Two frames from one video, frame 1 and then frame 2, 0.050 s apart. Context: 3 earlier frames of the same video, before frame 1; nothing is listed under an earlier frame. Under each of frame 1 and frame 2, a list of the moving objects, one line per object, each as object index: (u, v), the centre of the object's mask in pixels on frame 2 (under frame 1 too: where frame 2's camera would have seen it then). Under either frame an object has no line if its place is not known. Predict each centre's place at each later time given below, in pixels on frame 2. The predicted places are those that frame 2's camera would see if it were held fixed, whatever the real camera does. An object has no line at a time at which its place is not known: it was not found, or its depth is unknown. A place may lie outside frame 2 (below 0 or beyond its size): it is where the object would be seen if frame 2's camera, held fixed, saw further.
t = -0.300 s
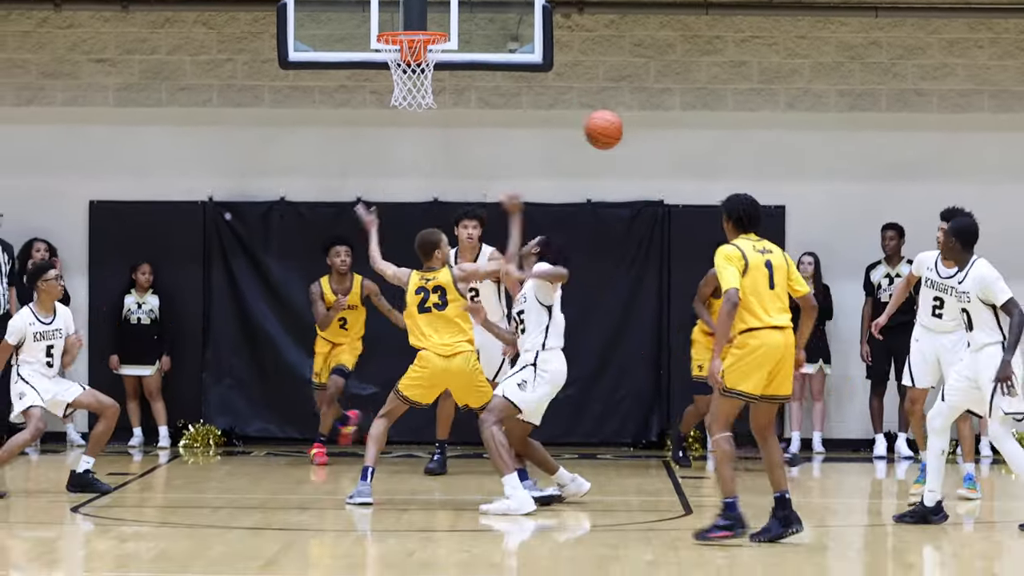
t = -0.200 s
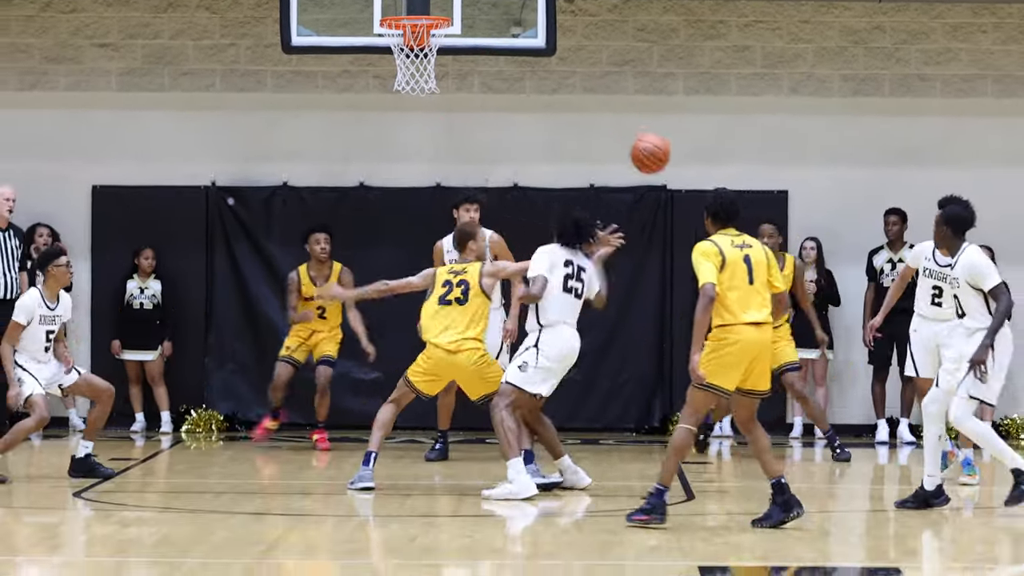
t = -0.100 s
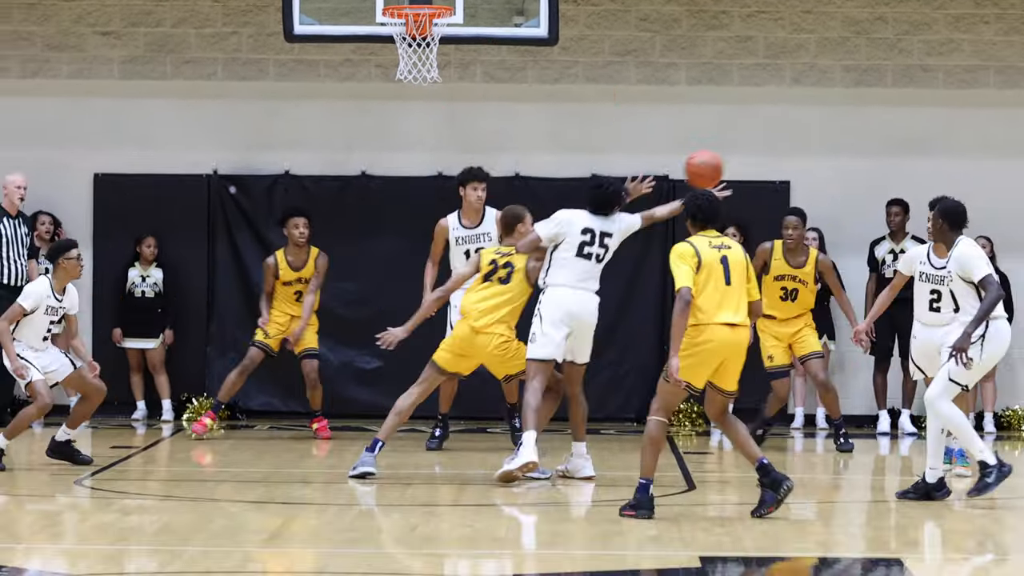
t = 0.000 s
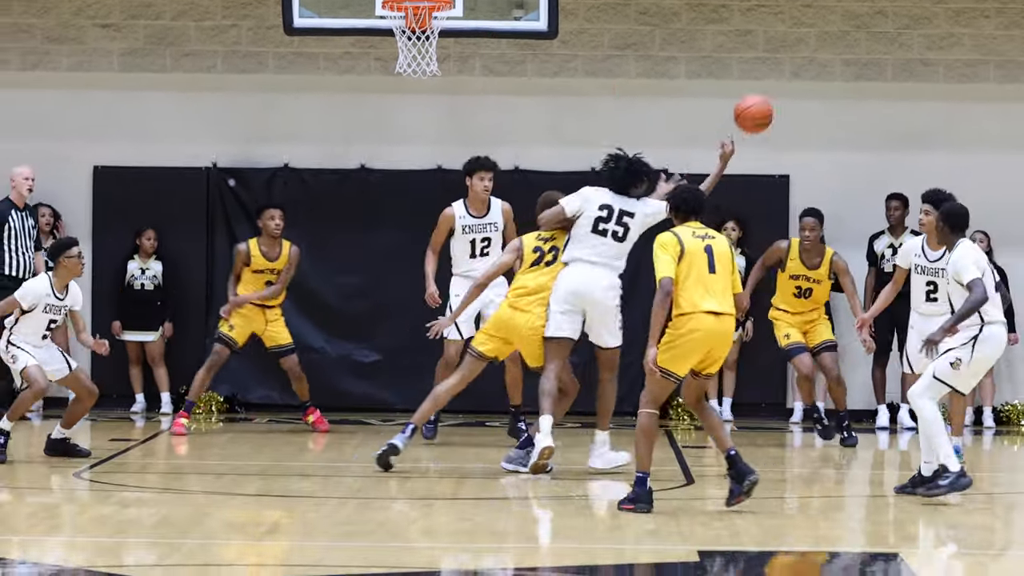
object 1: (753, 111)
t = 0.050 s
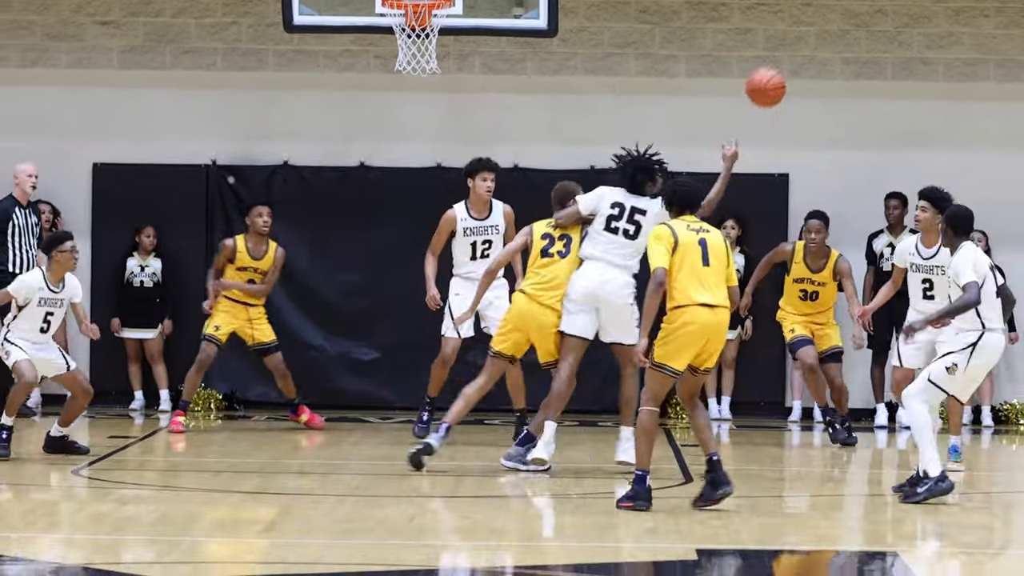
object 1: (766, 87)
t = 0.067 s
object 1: (771, 79)
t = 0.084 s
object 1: (775, 73)
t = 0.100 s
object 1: (779, 67)
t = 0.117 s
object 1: (784, 61)
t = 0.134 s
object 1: (789, 55)
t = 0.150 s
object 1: (793, 50)
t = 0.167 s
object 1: (797, 45)
